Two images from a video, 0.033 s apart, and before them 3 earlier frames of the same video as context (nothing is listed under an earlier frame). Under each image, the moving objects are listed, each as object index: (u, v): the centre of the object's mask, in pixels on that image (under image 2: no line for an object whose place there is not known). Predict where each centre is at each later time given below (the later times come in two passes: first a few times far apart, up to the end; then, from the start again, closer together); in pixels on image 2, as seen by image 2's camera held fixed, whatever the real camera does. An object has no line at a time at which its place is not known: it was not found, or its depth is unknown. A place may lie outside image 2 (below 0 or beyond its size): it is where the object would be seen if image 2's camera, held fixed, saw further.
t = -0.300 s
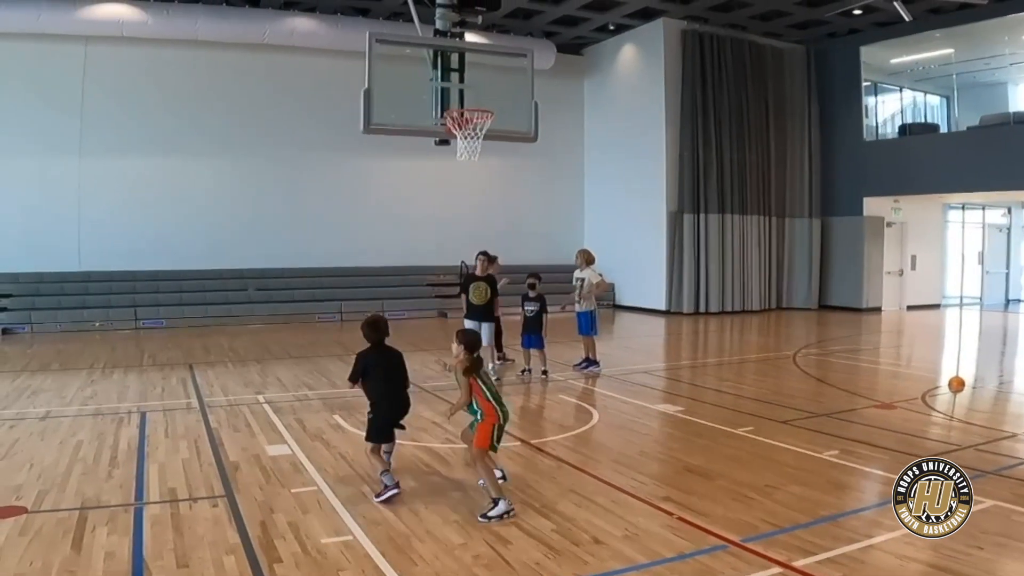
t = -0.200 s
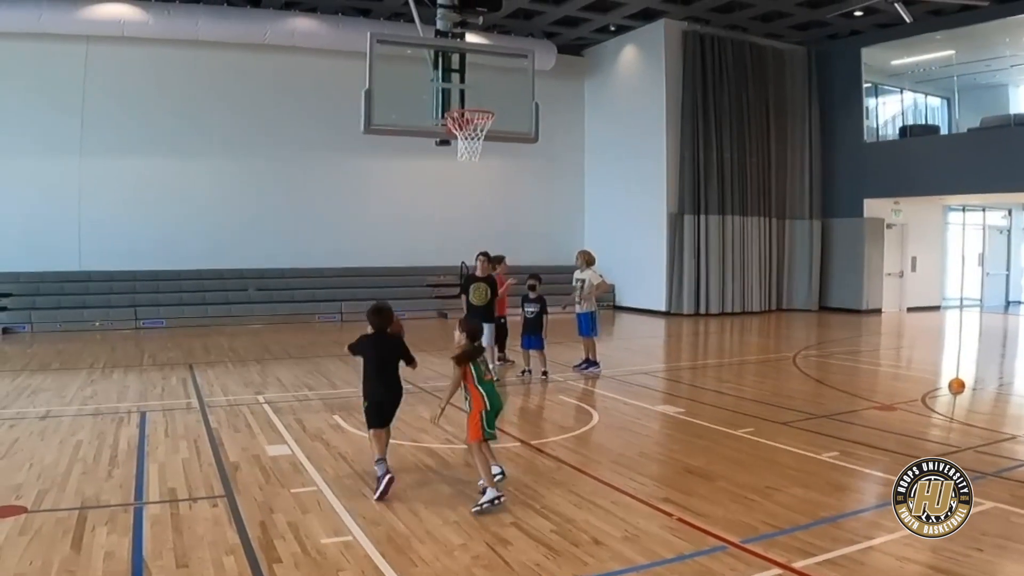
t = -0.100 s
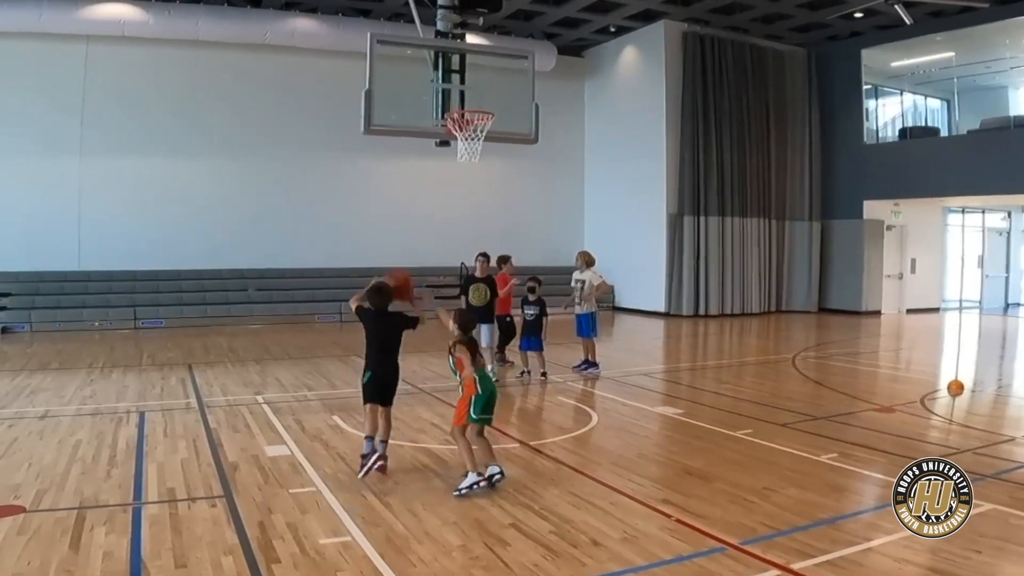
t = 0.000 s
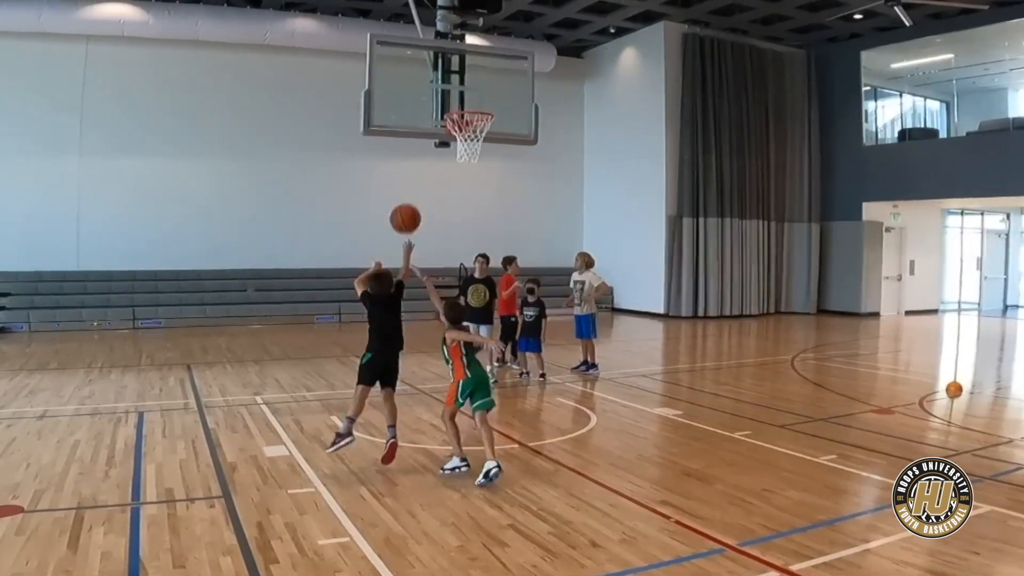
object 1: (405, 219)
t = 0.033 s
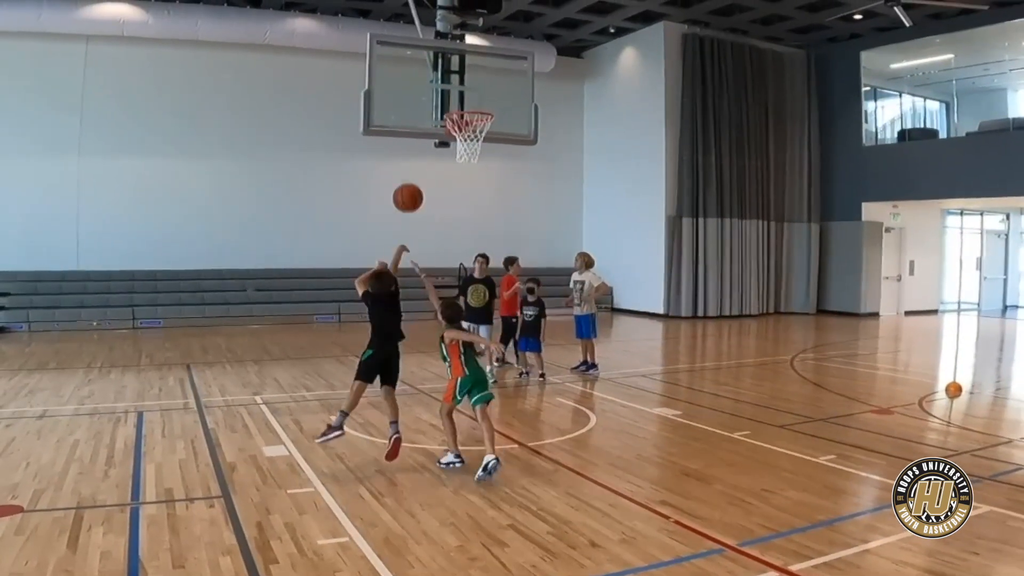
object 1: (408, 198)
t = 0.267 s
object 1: (425, 104)
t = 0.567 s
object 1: (444, 83)
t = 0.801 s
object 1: (471, 106)
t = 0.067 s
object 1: (411, 179)
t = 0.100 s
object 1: (413, 162)
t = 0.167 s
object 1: (419, 134)
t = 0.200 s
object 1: (421, 123)
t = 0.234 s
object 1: (423, 113)
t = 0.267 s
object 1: (425, 104)
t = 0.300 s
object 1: (427, 97)
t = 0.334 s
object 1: (430, 92)
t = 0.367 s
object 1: (432, 87)
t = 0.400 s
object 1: (435, 84)
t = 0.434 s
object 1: (436, 82)
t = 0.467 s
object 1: (438, 81)
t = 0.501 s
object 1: (440, 81)
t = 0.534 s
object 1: (442, 81)
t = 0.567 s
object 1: (444, 83)
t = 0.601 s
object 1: (445, 86)
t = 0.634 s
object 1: (449, 88)
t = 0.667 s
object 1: (453, 90)
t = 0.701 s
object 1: (458, 94)
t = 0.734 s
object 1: (462, 98)
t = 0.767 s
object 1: (466, 103)
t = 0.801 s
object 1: (471, 106)
